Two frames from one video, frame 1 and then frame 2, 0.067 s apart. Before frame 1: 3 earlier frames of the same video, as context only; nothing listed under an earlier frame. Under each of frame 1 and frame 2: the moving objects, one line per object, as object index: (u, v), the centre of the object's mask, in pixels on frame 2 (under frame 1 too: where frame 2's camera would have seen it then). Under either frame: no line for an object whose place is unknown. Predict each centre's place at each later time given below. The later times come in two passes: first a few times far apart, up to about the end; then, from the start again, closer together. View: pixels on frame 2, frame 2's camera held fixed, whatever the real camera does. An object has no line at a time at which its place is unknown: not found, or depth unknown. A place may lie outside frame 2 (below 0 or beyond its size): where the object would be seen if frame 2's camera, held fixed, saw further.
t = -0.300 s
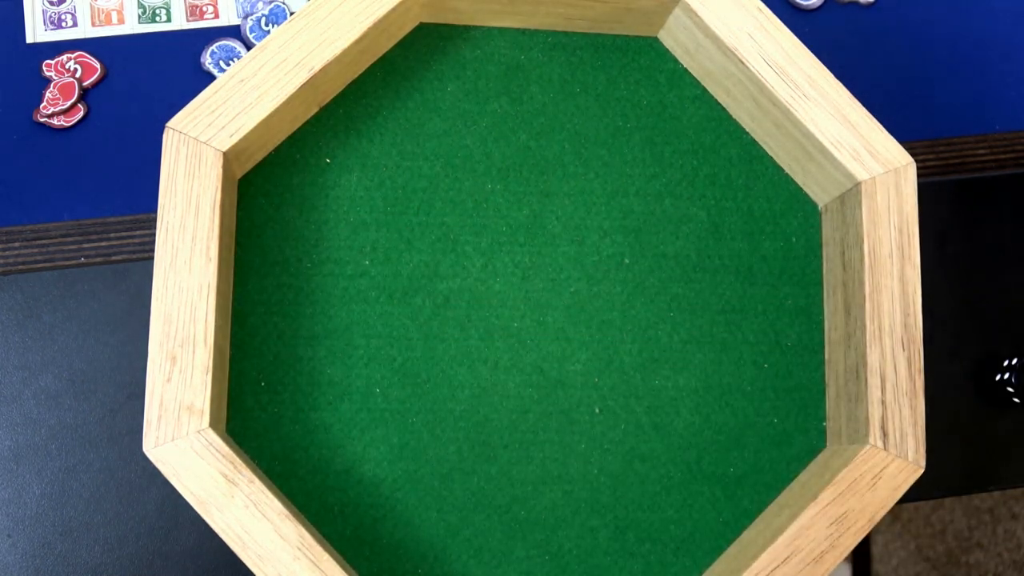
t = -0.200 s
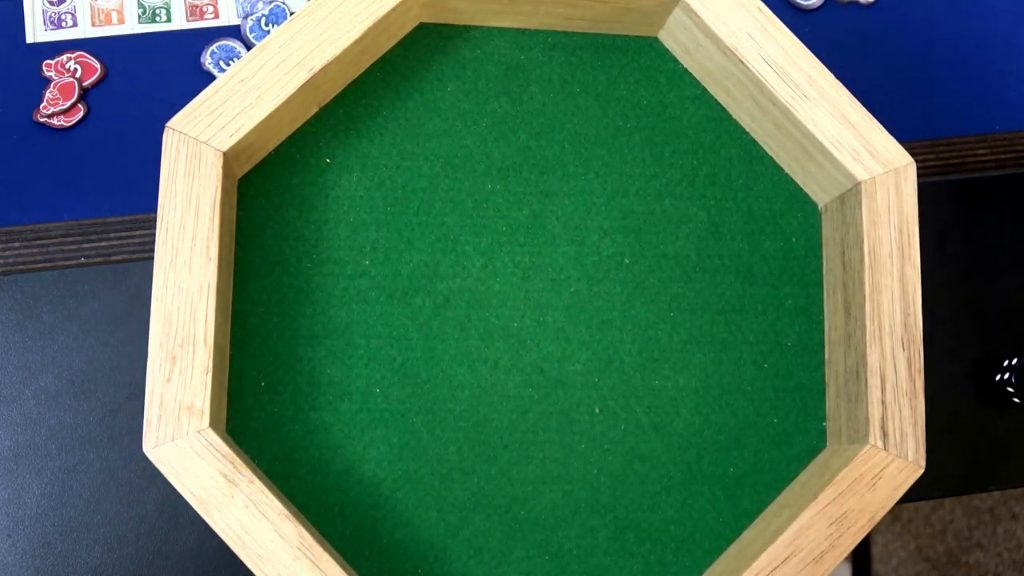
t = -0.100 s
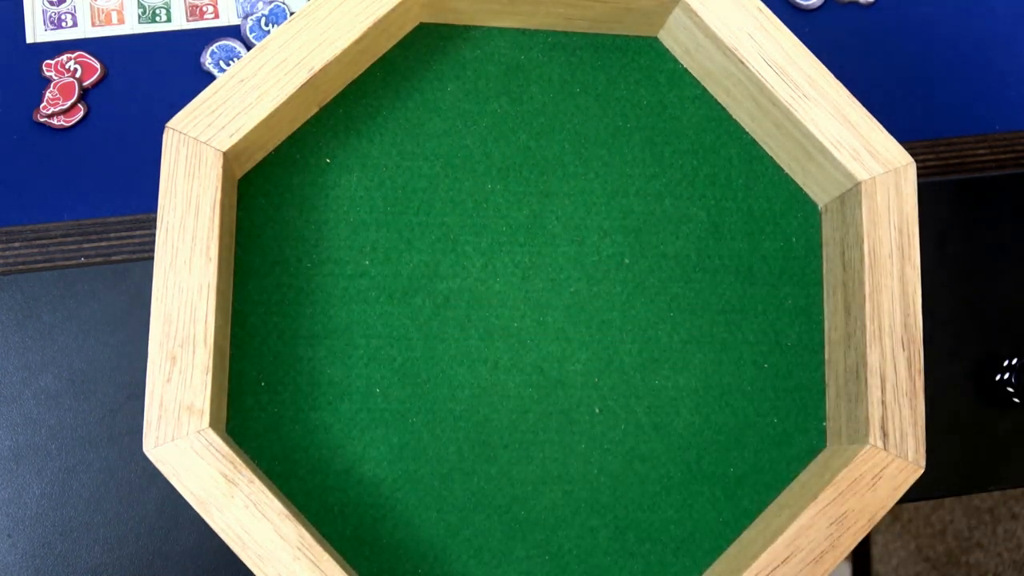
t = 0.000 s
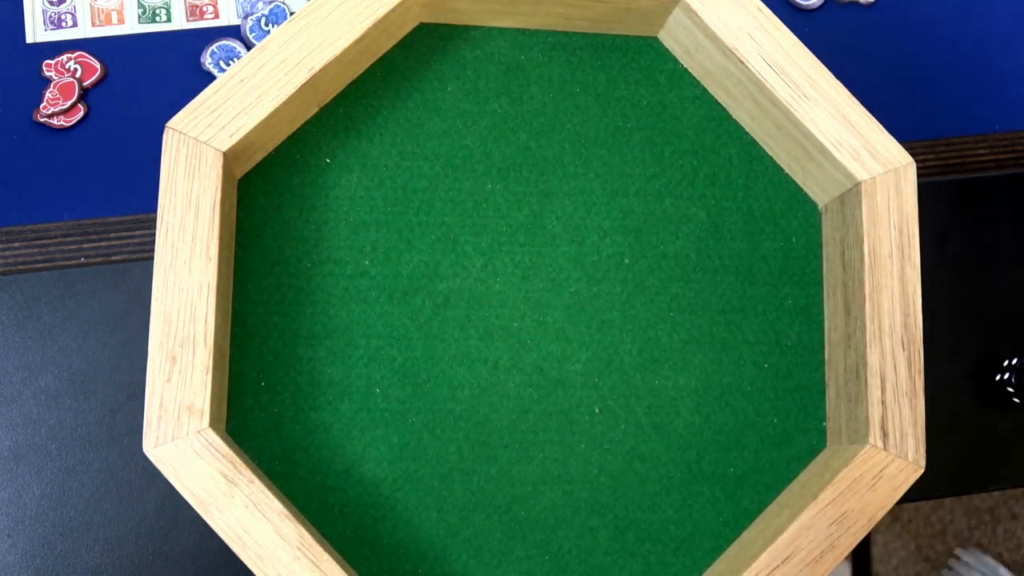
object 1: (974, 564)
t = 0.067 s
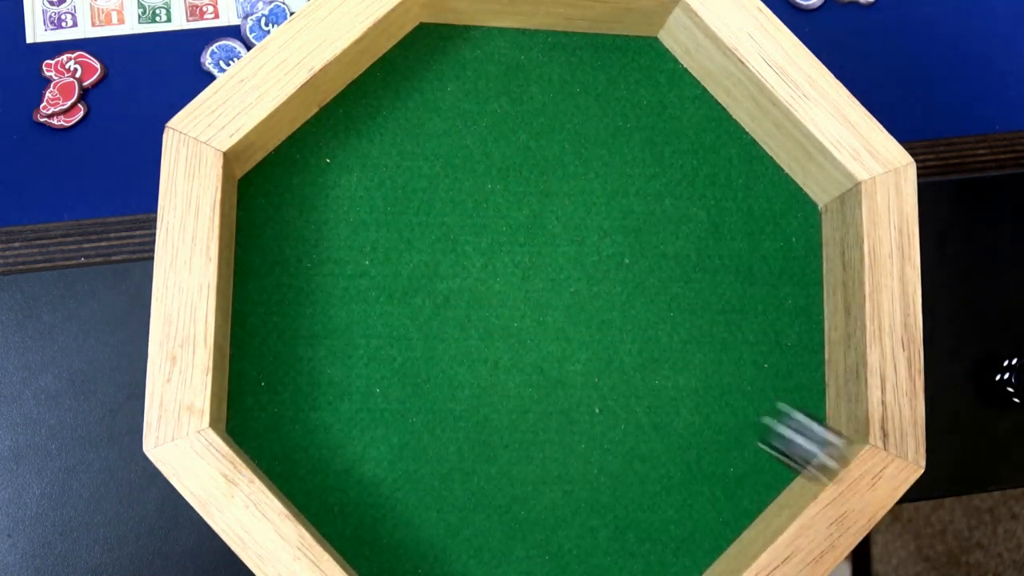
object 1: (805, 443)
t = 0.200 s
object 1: (535, 189)
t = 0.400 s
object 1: (344, 122)
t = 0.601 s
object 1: (269, 250)
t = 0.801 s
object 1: (296, 318)
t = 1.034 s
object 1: (302, 314)
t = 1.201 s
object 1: (302, 314)
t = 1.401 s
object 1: (303, 314)
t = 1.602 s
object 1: (302, 315)
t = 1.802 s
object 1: (302, 314)
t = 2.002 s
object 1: (303, 315)
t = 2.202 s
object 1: (302, 314)
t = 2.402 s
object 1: (302, 315)
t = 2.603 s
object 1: (302, 315)
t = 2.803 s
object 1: (302, 315)
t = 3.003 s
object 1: (302, 315)
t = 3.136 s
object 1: (302, 315)
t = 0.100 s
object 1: (708, 380)
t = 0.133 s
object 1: (615, 325)
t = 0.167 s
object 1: (567, 263)
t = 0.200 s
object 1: (535, 189)
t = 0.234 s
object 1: (500, 125)
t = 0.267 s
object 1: (461, 69)
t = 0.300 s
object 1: (422, 45)
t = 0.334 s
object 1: (395, 69)
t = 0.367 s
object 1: (368, 101)
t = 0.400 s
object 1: (344, 122)
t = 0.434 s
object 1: (319, 149)
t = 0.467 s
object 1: (295, 177)
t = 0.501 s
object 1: (276, 195)
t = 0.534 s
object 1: (256, 213)
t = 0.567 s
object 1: (264, 231)
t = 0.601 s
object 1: (269, 250)
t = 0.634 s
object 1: (270, 262)
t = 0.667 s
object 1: (273, 274)
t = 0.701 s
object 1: (279, 286)
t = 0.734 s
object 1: (284, 295)
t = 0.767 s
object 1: (292, 305)
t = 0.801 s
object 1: (296, 318)
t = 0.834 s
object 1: (298, 322)
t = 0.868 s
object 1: (301, 317)
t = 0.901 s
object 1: (303, 314)
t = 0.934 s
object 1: (302, 314)
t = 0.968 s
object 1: (302, 314)
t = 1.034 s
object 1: (302, 314)
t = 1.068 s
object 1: (302, 314)
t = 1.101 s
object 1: (302, 315)
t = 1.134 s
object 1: (302, 315)
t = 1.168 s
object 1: (302, 314)
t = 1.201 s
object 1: (302, 314)
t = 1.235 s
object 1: (302, 315)
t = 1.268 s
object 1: (302, 315)
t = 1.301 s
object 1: (302, 315)
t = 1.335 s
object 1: (302, 315)
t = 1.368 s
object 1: (302, 315)
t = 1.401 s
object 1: (303, 314)
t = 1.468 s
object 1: (302, 314)
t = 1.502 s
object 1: (302, 314)
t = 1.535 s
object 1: (302, 314)
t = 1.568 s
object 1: (302, 314)
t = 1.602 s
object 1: (302, 315)
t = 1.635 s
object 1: (302, 314)
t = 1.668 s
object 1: (302, 314)
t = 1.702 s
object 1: (302, 314)
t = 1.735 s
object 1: (302, 314)
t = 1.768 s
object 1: (302, 315)
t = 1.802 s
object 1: (302, 314)
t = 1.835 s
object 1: (302, 315)
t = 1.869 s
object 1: (302, 315)
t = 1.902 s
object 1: (302, 315)
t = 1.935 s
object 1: (302, 315)
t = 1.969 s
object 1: (302, 315)
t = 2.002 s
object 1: (303, 315)
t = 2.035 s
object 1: (302, 315)
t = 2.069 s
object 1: (302, 315)
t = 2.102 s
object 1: (302, 315)
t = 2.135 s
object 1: (302, 315)
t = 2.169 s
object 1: (302, 314)
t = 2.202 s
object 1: (302, 314)
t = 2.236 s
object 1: (302, 315)
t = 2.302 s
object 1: (302, 315)
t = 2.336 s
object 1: (302, 315)
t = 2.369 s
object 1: (302, 315)
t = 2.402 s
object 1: (302, 315)
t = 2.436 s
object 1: (302, 315)
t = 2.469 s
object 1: (302, 315)
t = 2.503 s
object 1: (302, 315)
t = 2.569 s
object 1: (302, 315)
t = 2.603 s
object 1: (302, 315)
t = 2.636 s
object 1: (302, 315)
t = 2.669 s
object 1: (302, 315)
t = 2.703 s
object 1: (302, 315)
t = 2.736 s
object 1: (302, 315)
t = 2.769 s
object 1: (302, 315)
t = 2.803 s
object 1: (302, 315)
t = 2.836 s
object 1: (302, 315)
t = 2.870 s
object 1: (302, 315)
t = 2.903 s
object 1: (302, 315)
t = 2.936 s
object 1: (302, 315)
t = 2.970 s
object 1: (302, 315)
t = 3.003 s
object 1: (302, 315)
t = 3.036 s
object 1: (302, 315)
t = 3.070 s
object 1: (302, 315)
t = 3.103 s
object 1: (302, 315)
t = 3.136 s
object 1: (302, 315)
